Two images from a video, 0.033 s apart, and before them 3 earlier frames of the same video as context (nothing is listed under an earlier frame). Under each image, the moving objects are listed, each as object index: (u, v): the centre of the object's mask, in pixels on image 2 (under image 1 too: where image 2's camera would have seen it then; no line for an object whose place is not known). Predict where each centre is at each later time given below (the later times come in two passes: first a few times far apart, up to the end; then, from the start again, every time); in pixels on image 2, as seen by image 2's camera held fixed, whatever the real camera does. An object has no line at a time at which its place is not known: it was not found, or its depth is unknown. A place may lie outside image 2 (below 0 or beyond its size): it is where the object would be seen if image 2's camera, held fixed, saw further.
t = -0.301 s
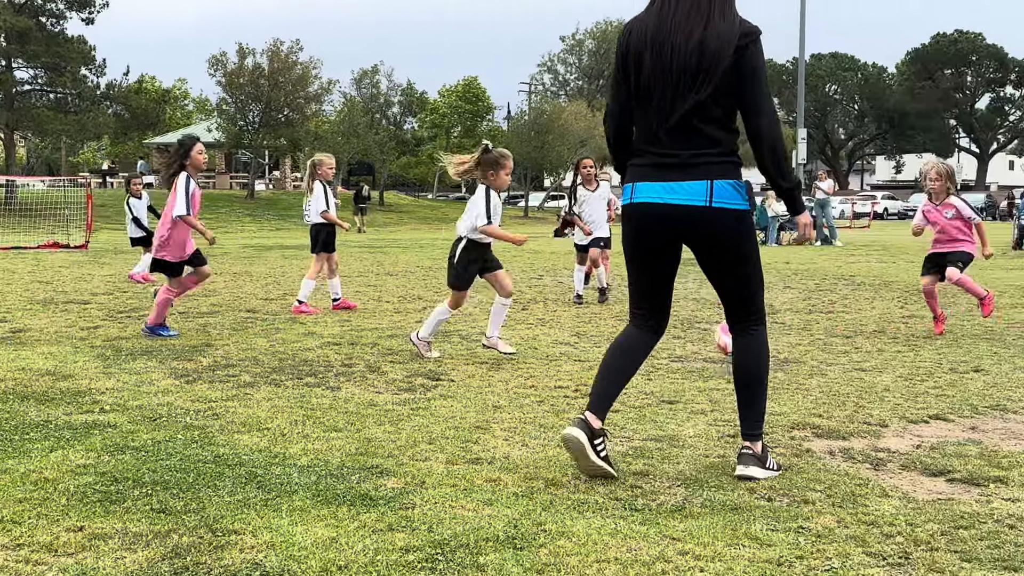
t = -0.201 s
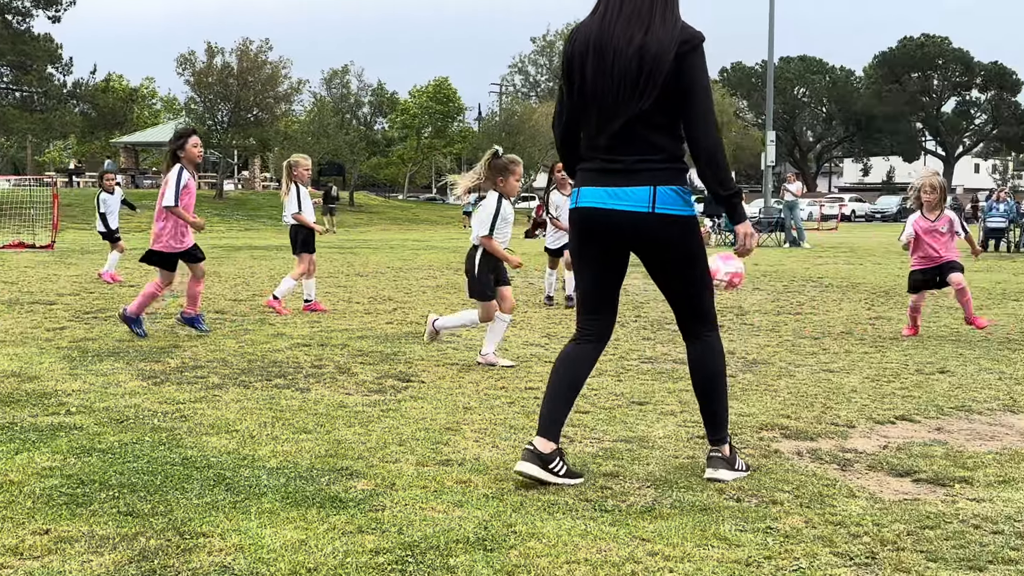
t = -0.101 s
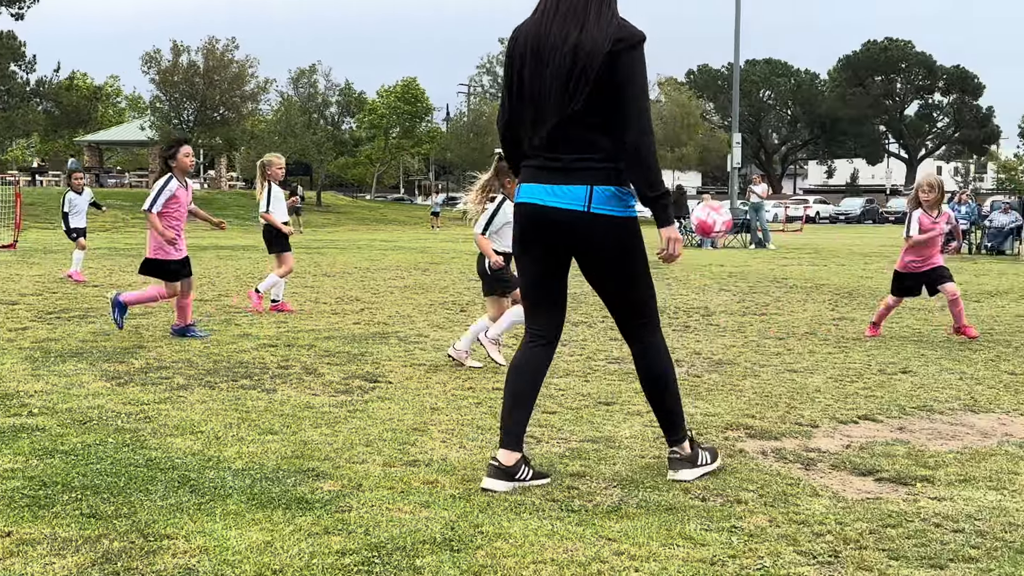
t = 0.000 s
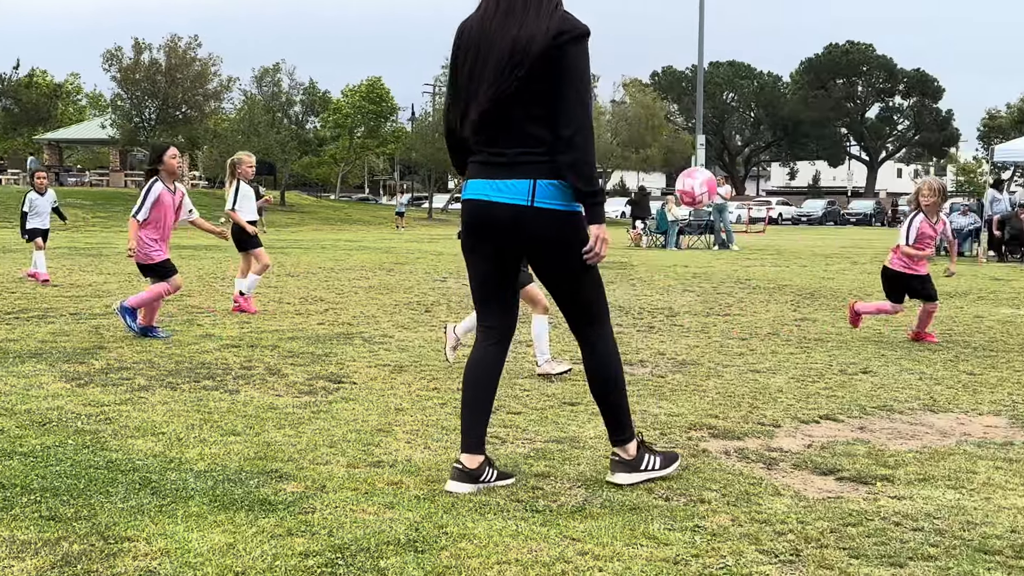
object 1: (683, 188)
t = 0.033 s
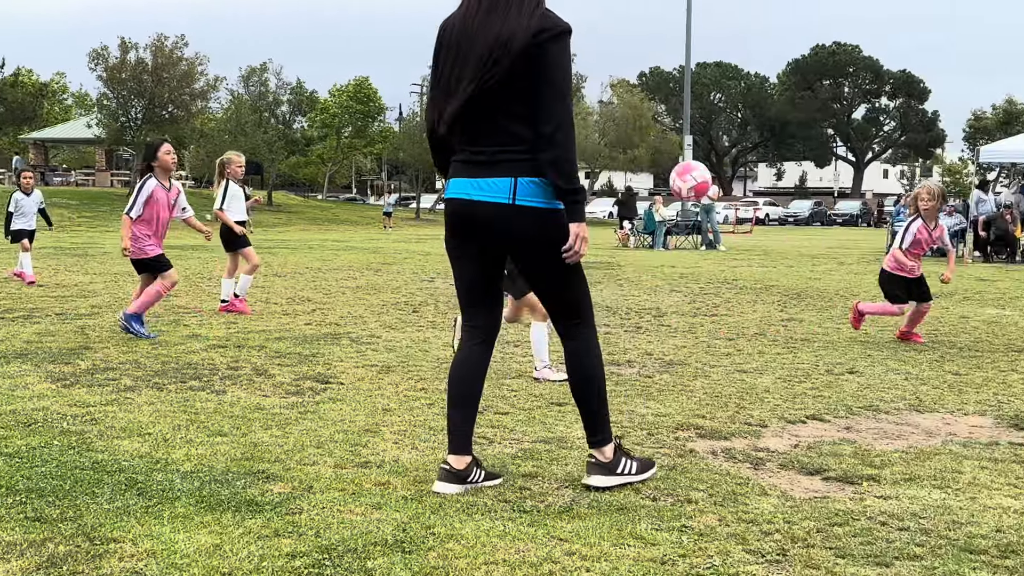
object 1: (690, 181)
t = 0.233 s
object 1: (732, 182)
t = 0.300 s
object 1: (745, 201)
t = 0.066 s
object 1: (697, 176)
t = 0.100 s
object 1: (704, 173)
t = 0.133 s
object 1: (710, 172)
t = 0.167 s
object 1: (717, 173)
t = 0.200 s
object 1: (725, 176)
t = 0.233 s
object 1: (732, 182)
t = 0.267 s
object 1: (738, 190)
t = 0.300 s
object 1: (745, 201)
